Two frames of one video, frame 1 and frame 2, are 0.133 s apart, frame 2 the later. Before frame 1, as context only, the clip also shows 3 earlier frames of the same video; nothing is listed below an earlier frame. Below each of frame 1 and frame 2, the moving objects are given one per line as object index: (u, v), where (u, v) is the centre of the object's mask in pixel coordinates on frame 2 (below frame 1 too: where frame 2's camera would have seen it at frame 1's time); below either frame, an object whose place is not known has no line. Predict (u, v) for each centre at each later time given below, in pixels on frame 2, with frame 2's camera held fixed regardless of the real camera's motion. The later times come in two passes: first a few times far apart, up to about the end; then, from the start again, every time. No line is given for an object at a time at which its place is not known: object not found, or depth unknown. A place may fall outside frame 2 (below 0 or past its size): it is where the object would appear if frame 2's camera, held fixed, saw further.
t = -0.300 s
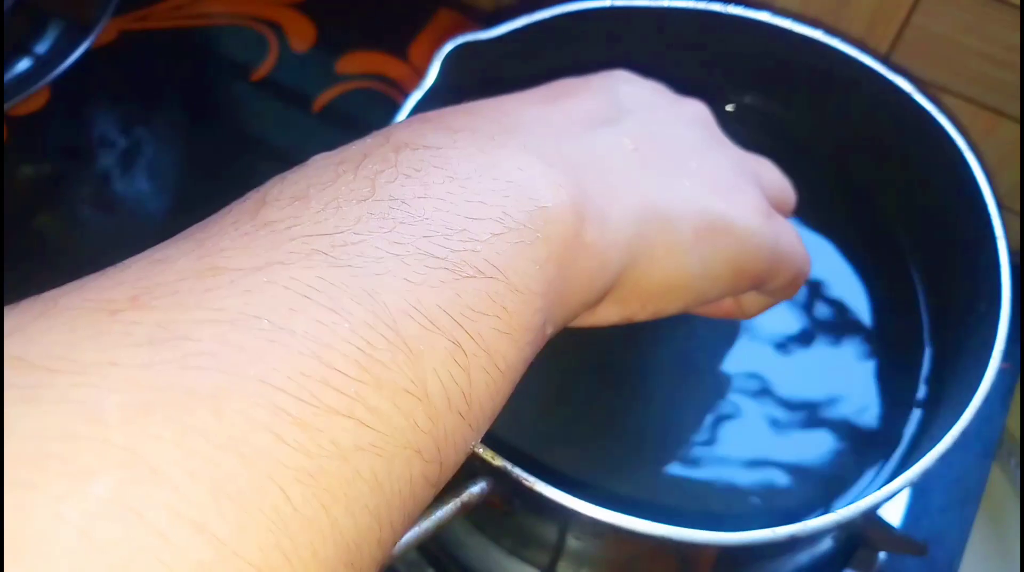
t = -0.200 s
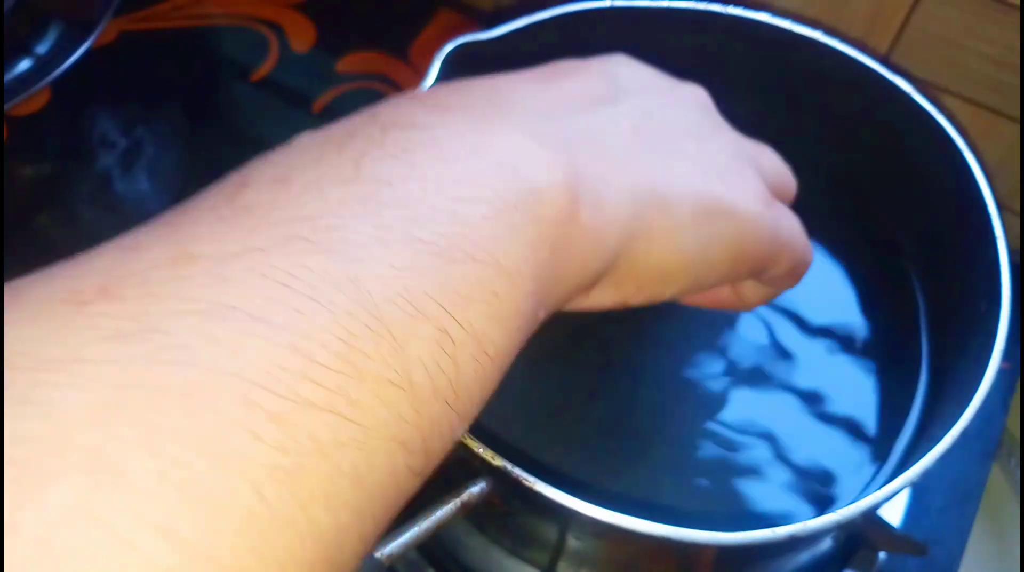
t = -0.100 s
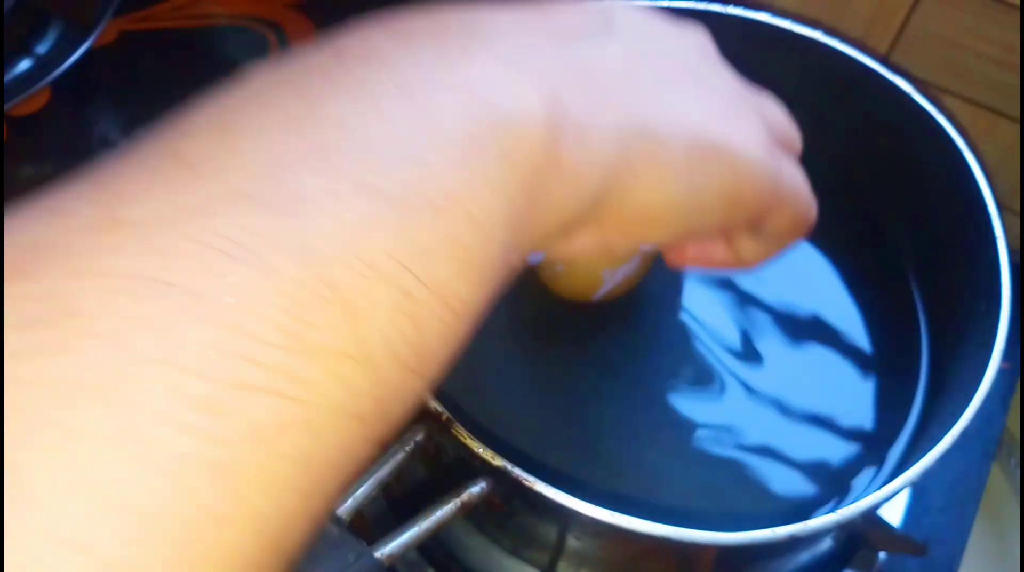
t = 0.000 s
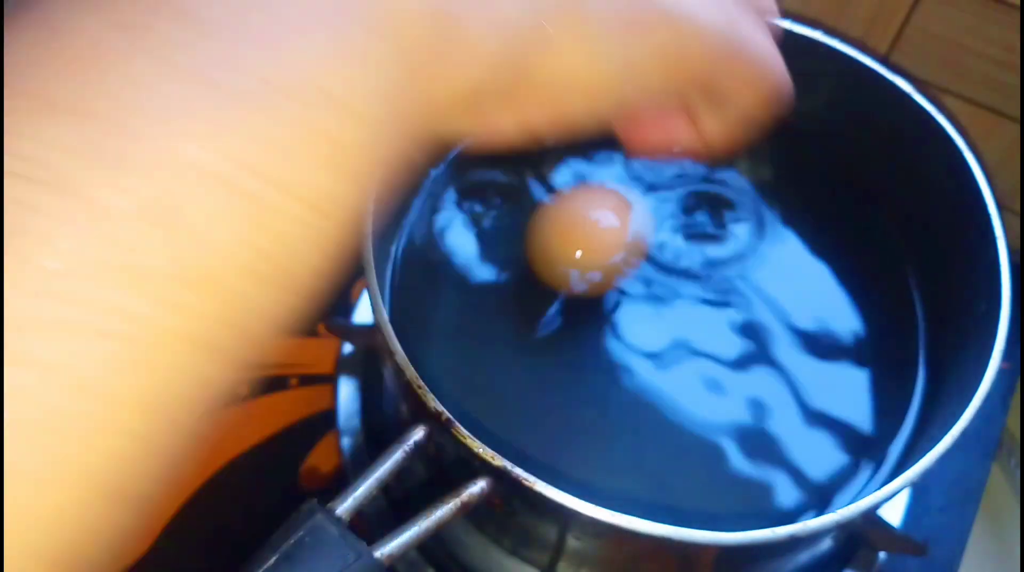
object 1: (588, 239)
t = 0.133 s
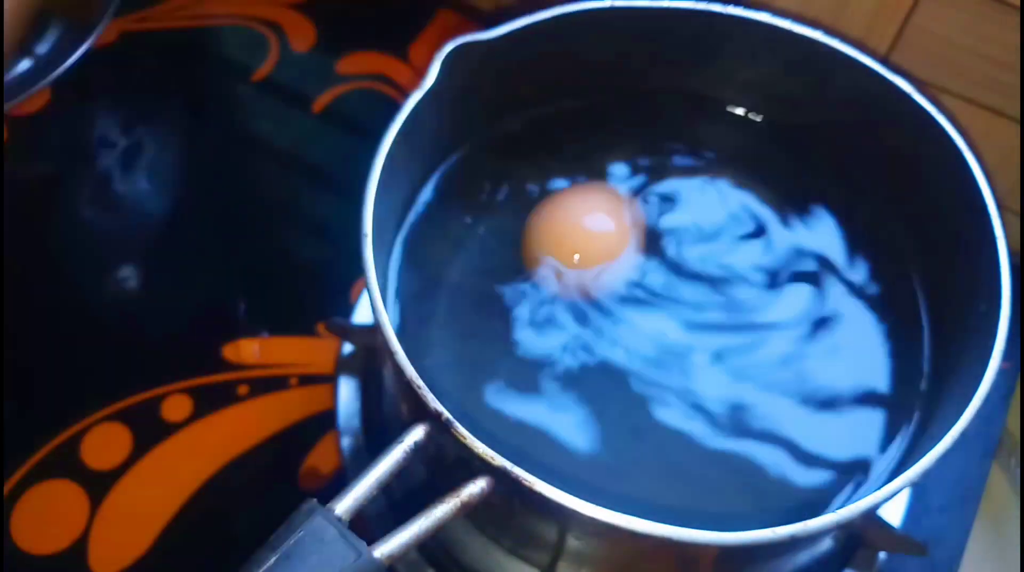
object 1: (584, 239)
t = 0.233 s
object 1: (581, 244)
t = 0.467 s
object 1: (576, 241)
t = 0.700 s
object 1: (563, 239)
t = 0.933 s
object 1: (560, 234)
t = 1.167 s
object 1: (559, 229)
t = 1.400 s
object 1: (551, 231)
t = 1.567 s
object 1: (556, 228)
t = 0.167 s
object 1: (584, 230)
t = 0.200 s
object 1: (583, 241)
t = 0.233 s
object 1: (581, 244)
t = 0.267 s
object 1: (579, 245)
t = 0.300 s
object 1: (577, 246)
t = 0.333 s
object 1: (575, 246)
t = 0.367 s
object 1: (571, 245)
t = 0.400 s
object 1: (569, 242)
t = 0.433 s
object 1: (572, 240)
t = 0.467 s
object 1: (576, 241)
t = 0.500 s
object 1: (567, 240)
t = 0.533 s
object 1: (566, 243)
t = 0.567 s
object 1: (565, 242)
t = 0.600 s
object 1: (563, 240)
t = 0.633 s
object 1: (562, 240)
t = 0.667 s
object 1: (563, 238)
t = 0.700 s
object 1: (563, 239)
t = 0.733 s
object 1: (563, 238)
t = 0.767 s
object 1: (562, 240)
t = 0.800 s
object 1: (563, 242)
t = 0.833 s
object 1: (563, 241)
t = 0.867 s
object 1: (561, 239)
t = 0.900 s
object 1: (561, 237)
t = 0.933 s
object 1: (560, 234)
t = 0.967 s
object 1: (558, 234)
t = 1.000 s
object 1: (558, 228)
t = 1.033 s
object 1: (559, 229)
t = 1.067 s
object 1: (559, 228)
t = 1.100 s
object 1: (558, 226)
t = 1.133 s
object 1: (559, 226)
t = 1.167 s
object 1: (559, 229)
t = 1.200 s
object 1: (546, 222)
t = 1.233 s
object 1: (557, 231)
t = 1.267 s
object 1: (558, 232)
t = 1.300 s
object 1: (558, 232)
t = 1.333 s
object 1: (558, 231)
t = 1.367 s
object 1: (553, 231)
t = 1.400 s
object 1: (551, 231)
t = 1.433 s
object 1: (556, 233)
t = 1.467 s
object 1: (555, 232)
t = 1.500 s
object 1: (556, 231)
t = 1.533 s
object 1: (556, 231)
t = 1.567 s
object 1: (556, 228)
